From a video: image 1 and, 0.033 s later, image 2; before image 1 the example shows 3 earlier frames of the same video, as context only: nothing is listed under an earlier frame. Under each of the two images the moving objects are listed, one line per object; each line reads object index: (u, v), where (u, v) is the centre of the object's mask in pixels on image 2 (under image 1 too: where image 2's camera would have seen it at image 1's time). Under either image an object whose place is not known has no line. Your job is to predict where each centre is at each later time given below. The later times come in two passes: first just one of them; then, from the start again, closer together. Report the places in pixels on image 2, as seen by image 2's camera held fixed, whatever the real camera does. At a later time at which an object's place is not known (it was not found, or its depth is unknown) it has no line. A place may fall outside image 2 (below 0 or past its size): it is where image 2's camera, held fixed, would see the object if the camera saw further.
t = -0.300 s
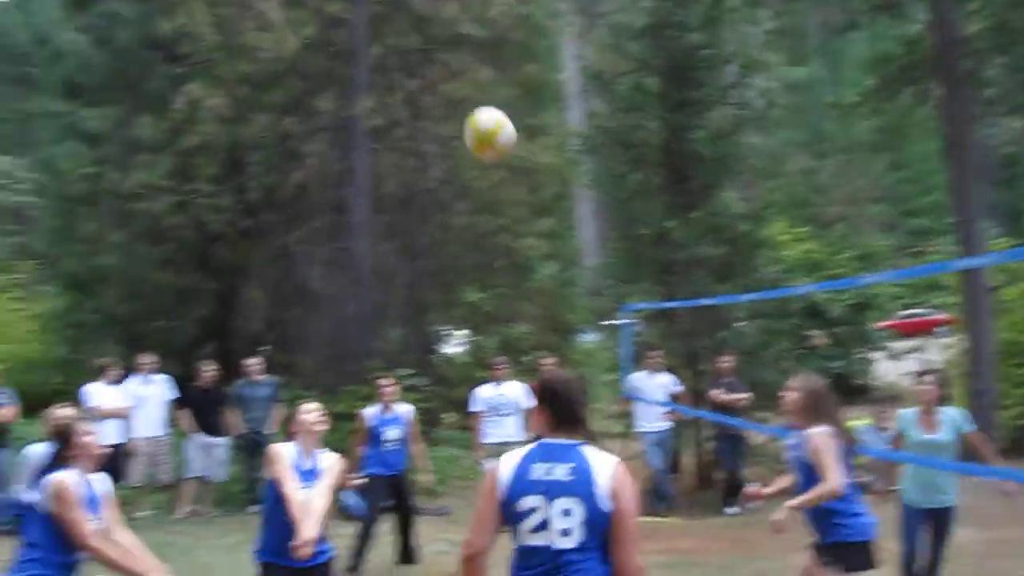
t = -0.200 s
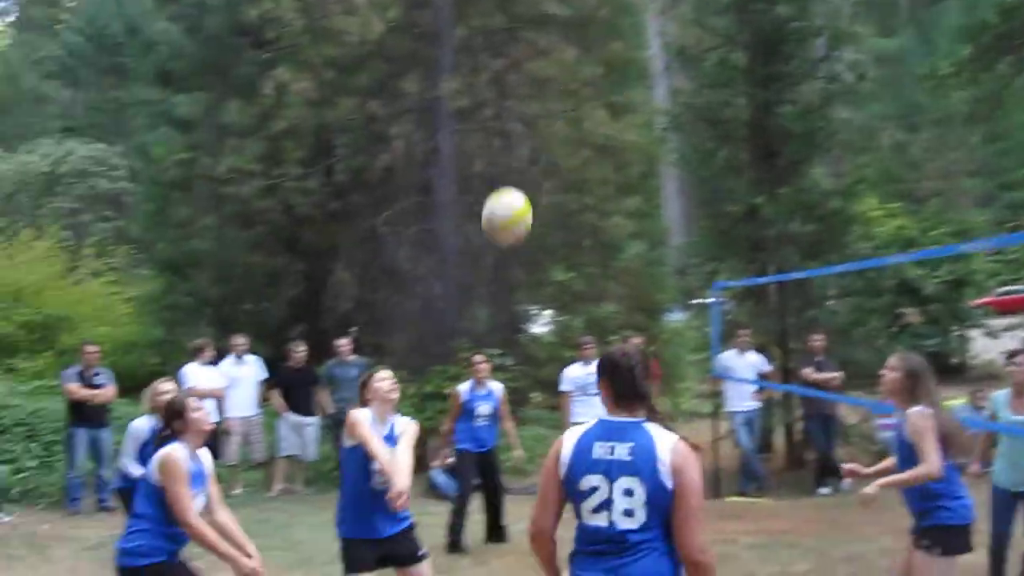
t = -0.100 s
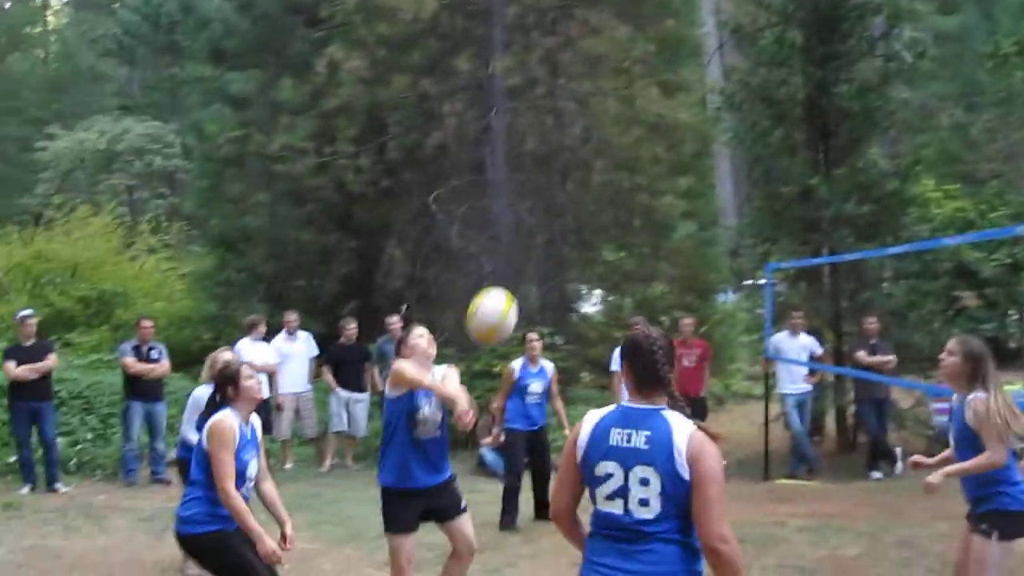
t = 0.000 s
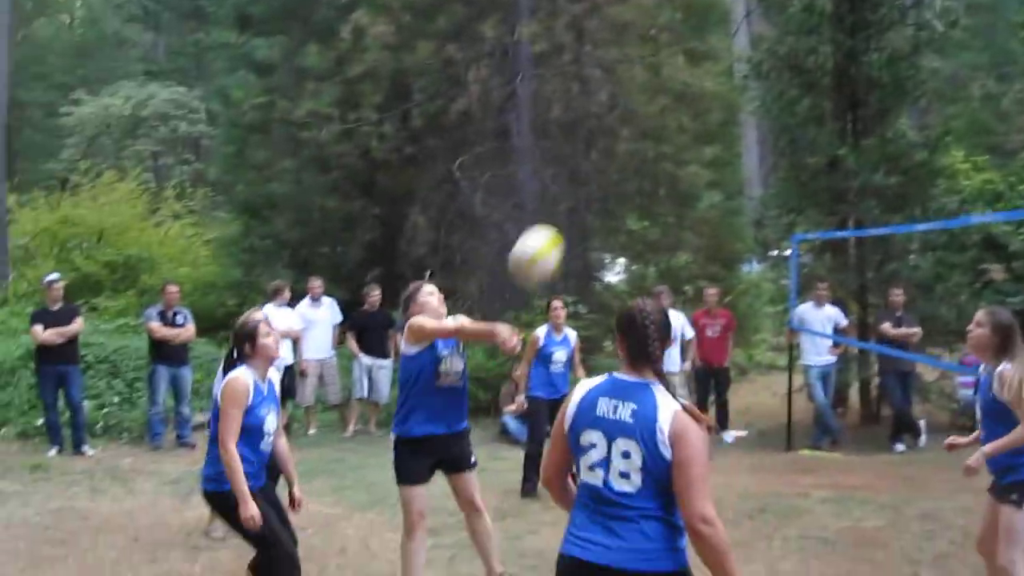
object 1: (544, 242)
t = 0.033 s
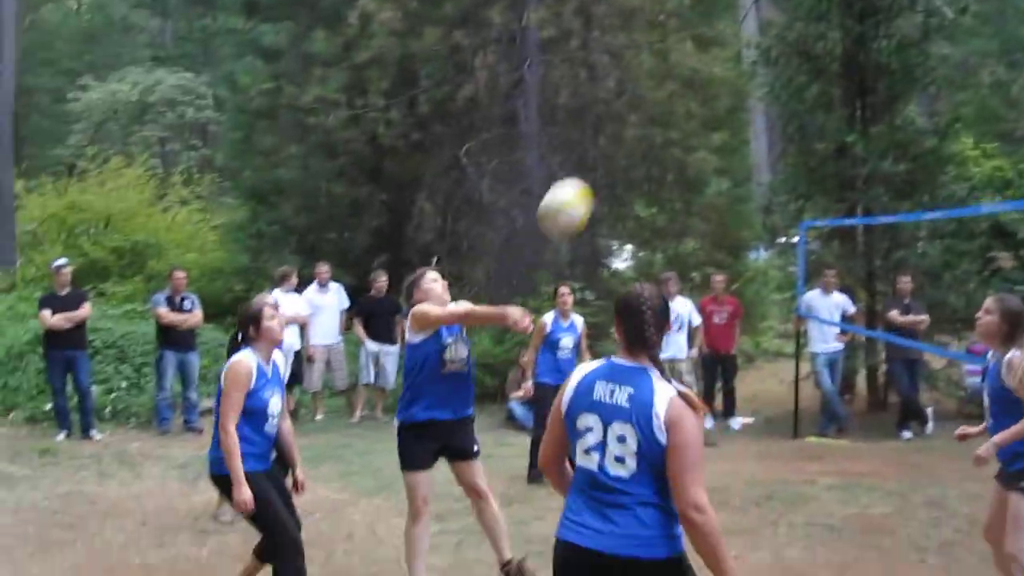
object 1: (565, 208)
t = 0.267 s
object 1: (714, 48)
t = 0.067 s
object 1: (587, 177)
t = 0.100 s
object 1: (609, 150)
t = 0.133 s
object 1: (630, 125)
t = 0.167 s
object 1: (651, 102)
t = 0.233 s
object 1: (692, 64)
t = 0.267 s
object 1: (714, 48)
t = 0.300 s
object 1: (734, 34)
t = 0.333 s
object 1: (755, 25)
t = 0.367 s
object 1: (776, 16)
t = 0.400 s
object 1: (796, 12)
